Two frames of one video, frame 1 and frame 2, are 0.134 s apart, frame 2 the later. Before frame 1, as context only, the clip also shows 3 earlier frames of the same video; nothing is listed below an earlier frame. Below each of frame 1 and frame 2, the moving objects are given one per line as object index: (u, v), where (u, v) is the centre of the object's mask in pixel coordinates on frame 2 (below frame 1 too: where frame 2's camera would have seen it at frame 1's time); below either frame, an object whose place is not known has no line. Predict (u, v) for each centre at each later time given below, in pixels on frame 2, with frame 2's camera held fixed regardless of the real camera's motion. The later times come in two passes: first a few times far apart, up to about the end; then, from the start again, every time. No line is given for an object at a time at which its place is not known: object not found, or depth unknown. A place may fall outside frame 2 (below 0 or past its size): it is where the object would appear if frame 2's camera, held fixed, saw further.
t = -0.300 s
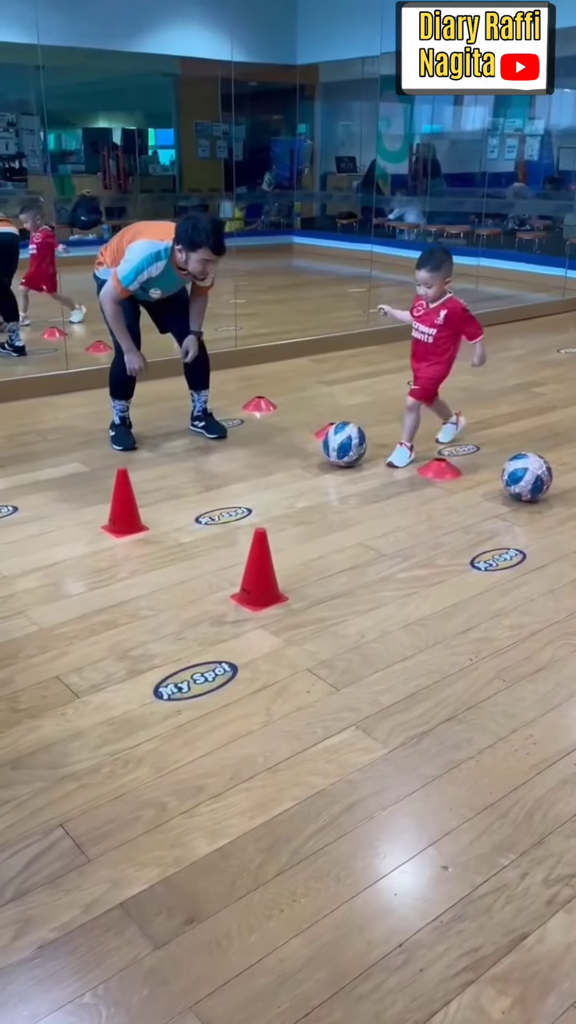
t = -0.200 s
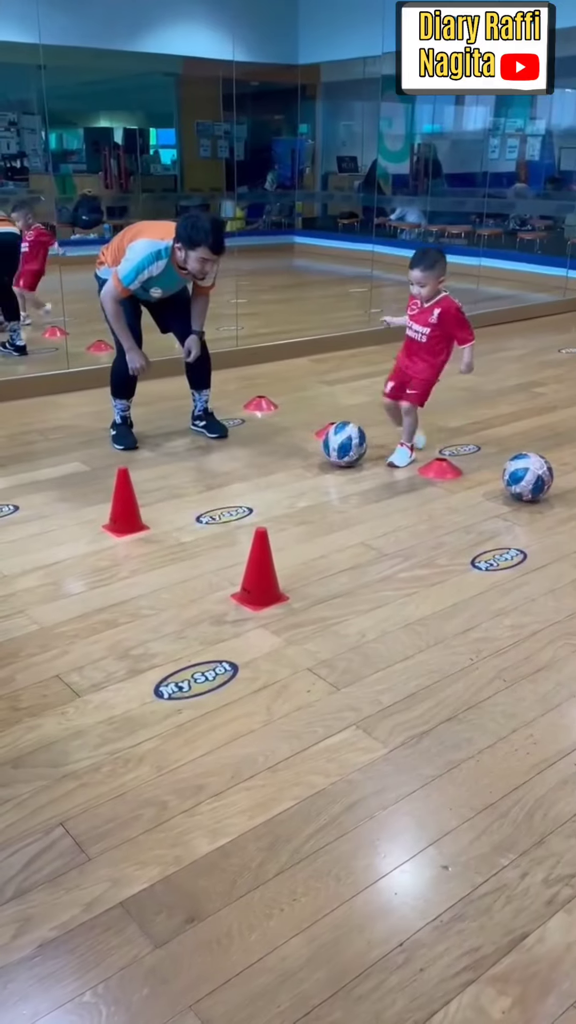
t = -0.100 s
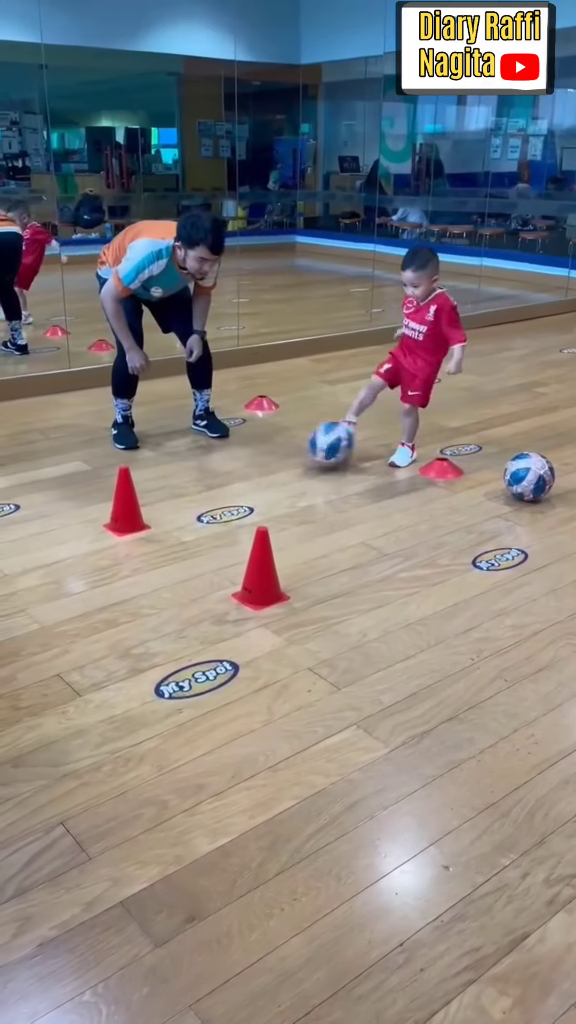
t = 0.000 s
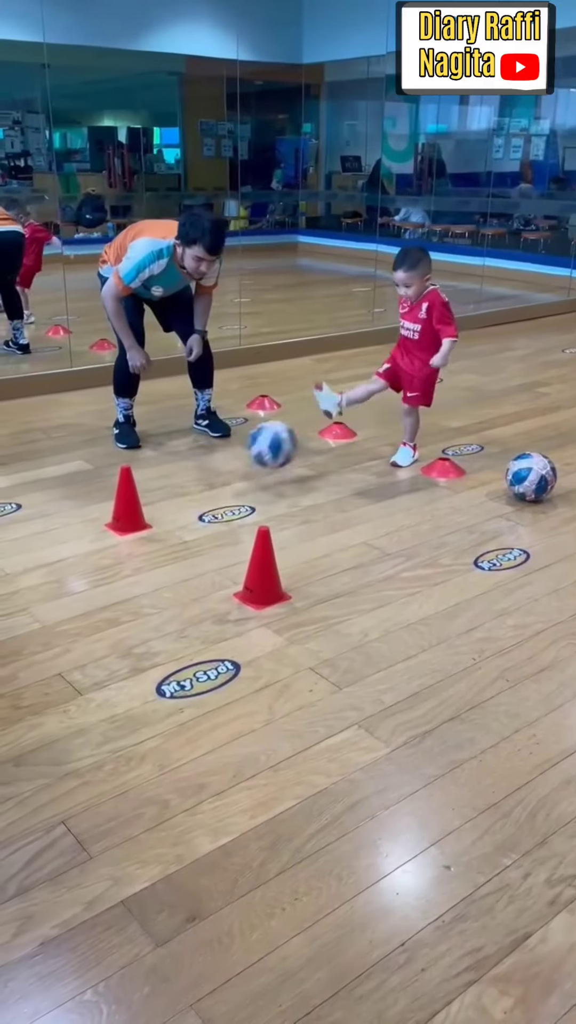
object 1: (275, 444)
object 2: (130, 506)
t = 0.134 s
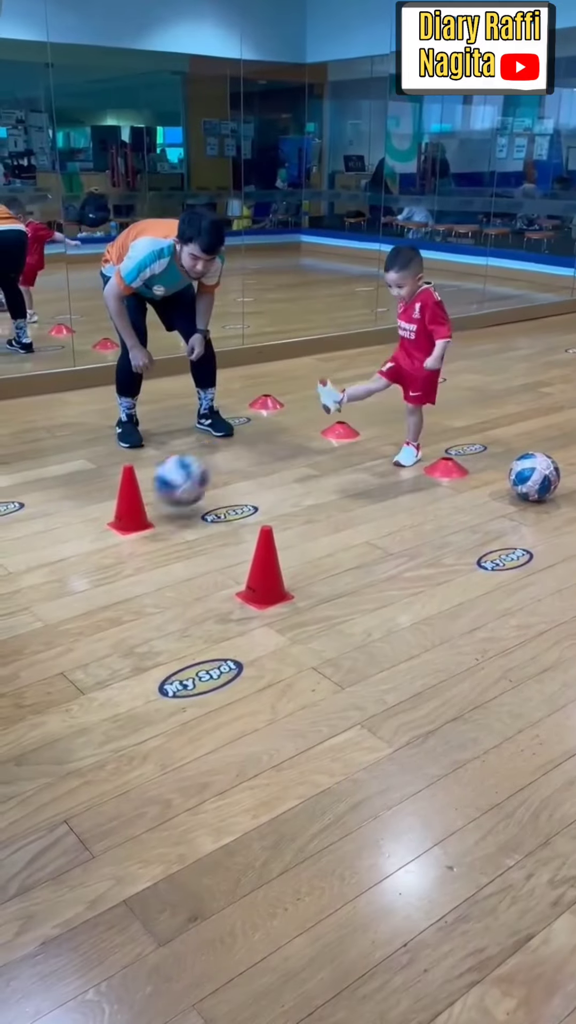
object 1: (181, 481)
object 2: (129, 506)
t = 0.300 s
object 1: (94, 527)
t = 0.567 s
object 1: (1, 580)
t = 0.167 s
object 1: (157, 496)
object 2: (116, 507)
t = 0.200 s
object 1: (139, 507)
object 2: (77, 513)
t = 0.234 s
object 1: (124, 511)
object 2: (38, 520)
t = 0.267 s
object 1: (109, 518)
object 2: (8, 532)
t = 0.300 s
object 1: (94, 527)
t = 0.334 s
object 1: (79, 533)
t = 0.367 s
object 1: (66, 540)
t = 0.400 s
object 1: (52, 546)
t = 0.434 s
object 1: (38, 553)
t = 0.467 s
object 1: (24, 560)
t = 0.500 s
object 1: (15, 567)
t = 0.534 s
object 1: (8, 573)
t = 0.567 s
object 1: (1, 580)
